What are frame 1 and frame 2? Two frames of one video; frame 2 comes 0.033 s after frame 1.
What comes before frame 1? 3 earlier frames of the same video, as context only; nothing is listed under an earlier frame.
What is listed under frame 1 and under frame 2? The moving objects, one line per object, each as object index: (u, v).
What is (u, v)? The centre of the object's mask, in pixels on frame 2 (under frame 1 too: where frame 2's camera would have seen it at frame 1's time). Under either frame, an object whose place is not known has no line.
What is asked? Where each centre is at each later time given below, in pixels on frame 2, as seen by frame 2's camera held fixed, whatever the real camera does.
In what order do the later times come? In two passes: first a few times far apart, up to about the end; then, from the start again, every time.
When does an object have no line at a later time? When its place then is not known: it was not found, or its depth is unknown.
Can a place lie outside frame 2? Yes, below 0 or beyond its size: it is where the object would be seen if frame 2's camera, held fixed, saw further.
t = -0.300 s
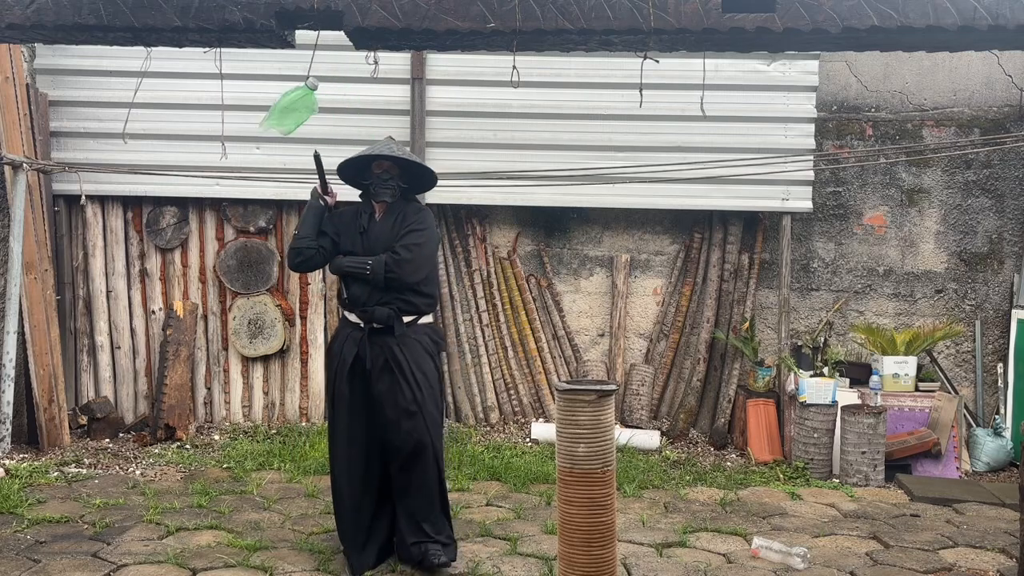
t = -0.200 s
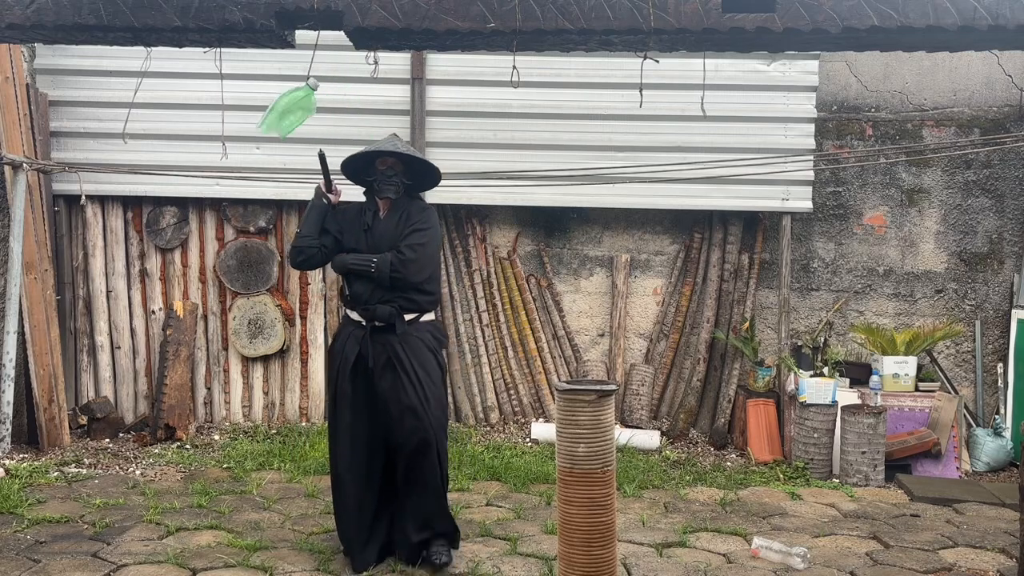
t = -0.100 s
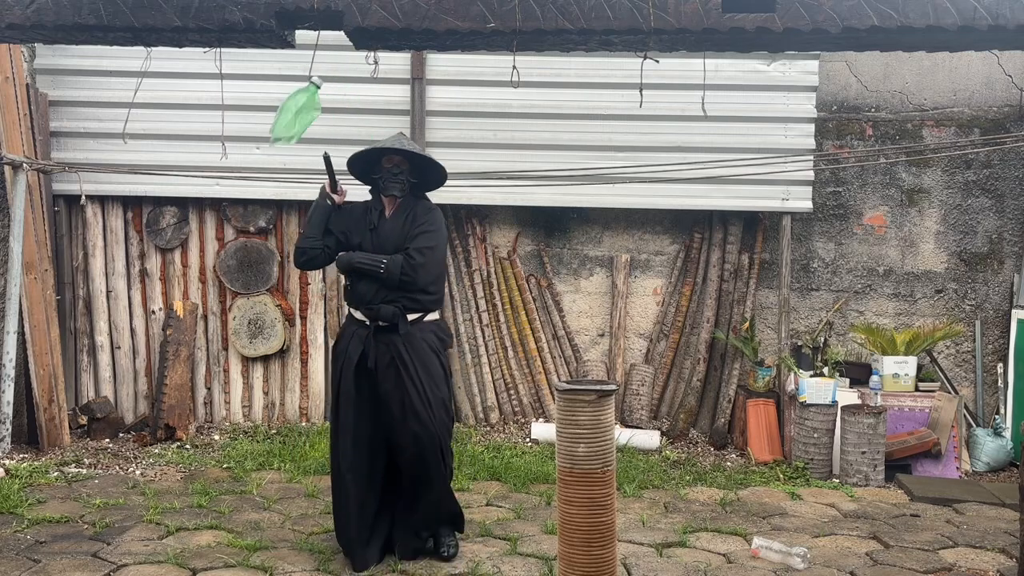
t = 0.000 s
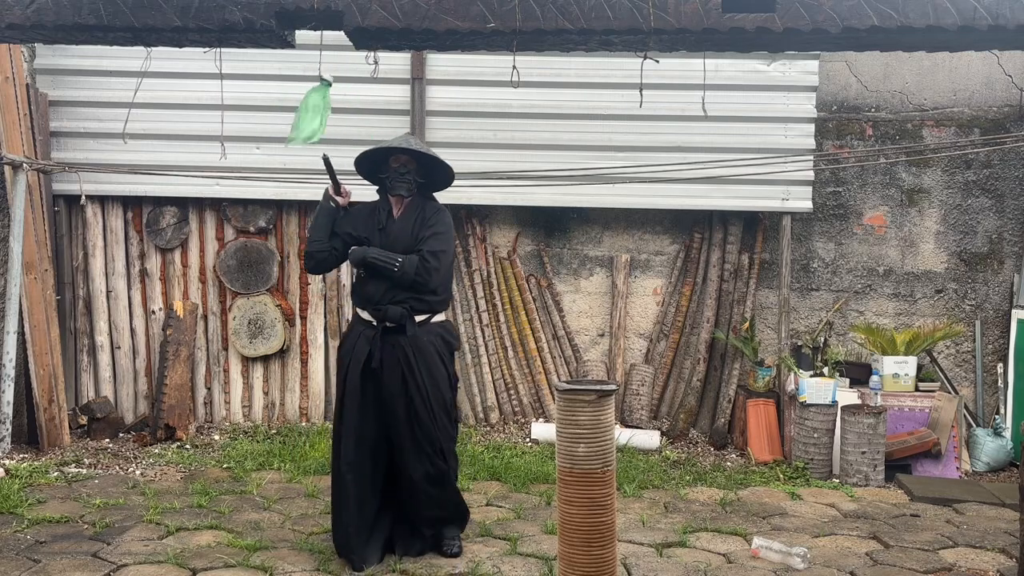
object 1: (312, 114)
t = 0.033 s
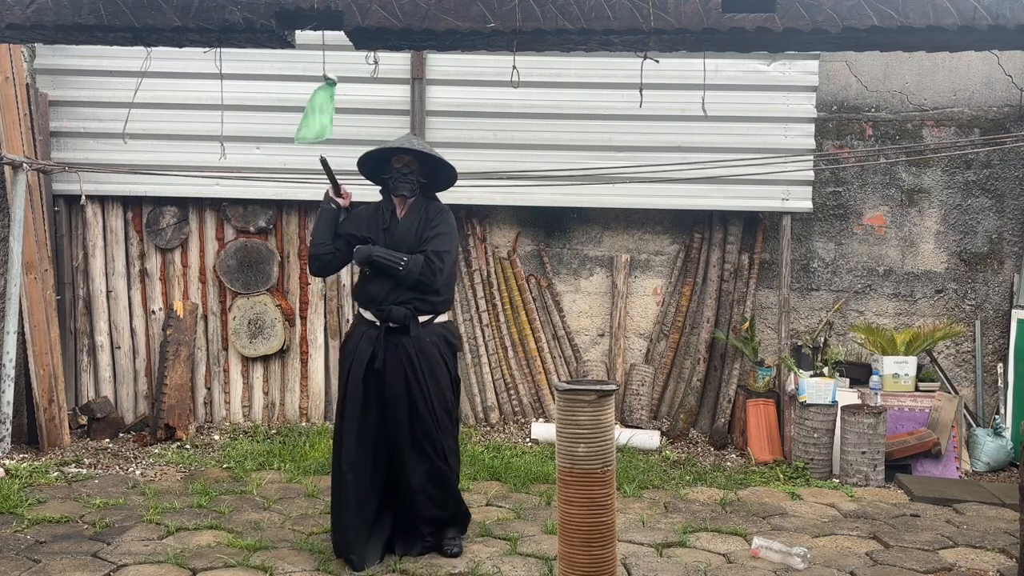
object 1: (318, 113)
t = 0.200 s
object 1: (349, 111)
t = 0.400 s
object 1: (346, 116)
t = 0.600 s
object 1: (317, 118)
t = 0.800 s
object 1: (304, 119)
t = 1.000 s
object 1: (325, 121)
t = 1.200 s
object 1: (351, 117)
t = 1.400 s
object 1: (346, 116)
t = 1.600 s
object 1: (321, 122)
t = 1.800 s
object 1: (300, 117)
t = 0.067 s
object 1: (325, 113)
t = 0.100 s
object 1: (332, 112)
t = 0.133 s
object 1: (339, 111)
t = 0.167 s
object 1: (345, 111)
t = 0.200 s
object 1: (349, 111)
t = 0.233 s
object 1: (352, 112)
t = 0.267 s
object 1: (354, 113)
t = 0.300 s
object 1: (355, 114)
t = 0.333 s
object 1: (353, 115)
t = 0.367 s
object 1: (350, 115)
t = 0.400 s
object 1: (346, 116)
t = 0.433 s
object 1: (343, 118)
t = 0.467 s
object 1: (338, 118)
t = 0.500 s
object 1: (333, 118)
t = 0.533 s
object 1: (328, 119)
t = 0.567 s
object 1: (322, 118)
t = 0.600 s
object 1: (317, 118)
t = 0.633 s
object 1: (313, 118)
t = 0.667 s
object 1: (309, 119)
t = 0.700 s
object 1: (306, 118)
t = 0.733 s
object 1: (305, 119)
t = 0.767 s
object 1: (304, 119)
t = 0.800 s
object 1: (304, 119)
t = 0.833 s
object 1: (305, 119)
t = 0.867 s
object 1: (308, 120)
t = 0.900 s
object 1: (311, 120)
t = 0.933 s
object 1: (315, 121)
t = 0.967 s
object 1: (320, 121)
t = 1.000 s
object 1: (325, 121)
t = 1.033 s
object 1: (330, 120)
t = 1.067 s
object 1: (336, 120)
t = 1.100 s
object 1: (340, 119)
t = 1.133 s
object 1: (345, 119)
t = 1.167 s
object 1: (348, 118)
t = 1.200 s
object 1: (351, 117)
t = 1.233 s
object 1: (352, 116)
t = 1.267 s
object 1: (352, 115)
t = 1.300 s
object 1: (351, 115)
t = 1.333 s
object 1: (350, 115)
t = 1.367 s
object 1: (349, 115)
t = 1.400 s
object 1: (346, 116)
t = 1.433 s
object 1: (342, 117)
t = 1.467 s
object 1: (339, 118)
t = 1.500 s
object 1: (335, 119)
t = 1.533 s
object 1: (330, 120)
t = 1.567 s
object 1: (326, 121)
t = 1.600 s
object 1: (321, 122)
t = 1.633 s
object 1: (316, 121)
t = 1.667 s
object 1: (311, 120)
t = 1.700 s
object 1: (307, 120)
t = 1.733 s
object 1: (304, 119)
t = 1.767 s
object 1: (301, 118)
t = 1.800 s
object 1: (300, 117)
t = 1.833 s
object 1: (300, 116)
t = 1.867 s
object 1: (300, 116)
